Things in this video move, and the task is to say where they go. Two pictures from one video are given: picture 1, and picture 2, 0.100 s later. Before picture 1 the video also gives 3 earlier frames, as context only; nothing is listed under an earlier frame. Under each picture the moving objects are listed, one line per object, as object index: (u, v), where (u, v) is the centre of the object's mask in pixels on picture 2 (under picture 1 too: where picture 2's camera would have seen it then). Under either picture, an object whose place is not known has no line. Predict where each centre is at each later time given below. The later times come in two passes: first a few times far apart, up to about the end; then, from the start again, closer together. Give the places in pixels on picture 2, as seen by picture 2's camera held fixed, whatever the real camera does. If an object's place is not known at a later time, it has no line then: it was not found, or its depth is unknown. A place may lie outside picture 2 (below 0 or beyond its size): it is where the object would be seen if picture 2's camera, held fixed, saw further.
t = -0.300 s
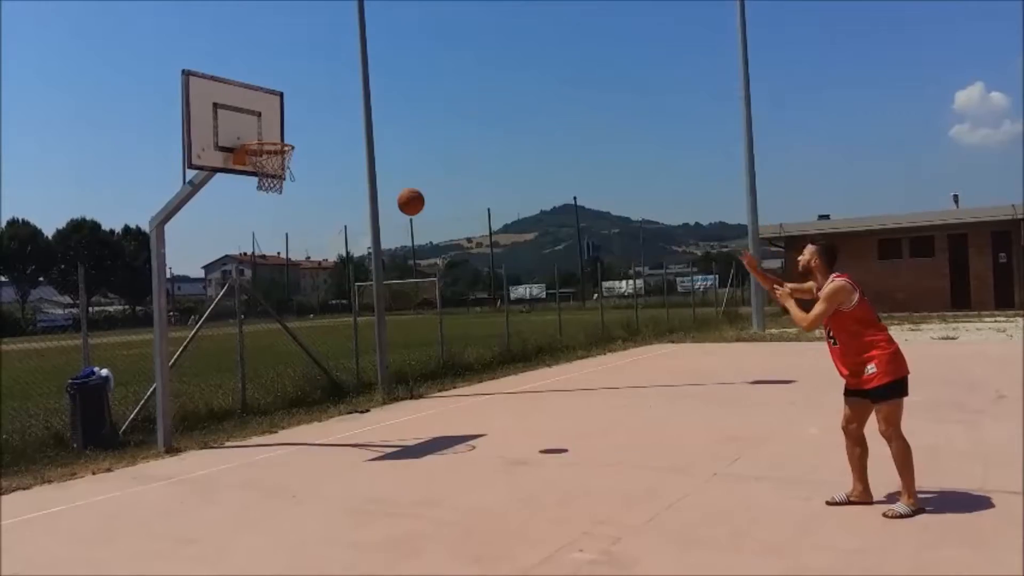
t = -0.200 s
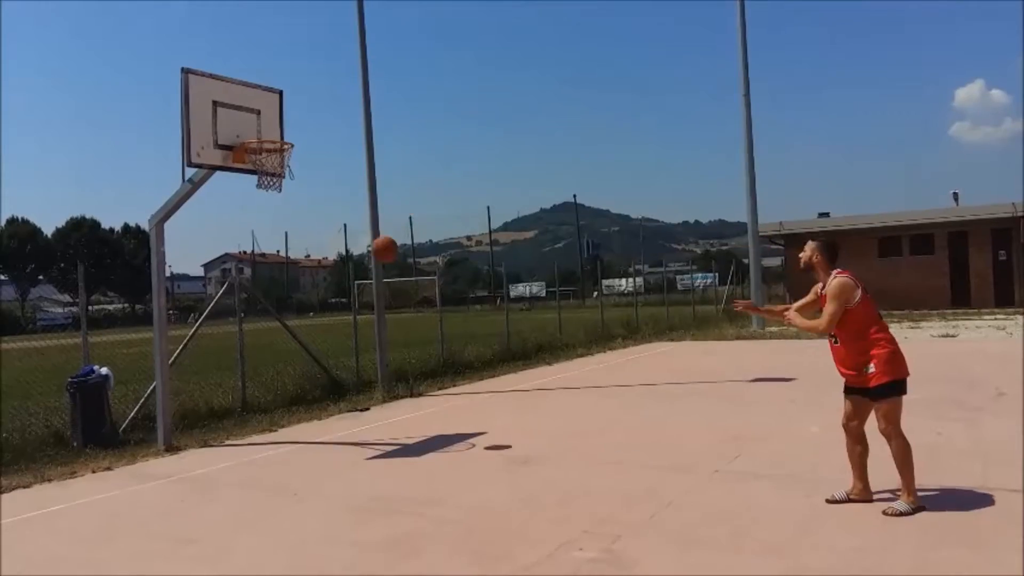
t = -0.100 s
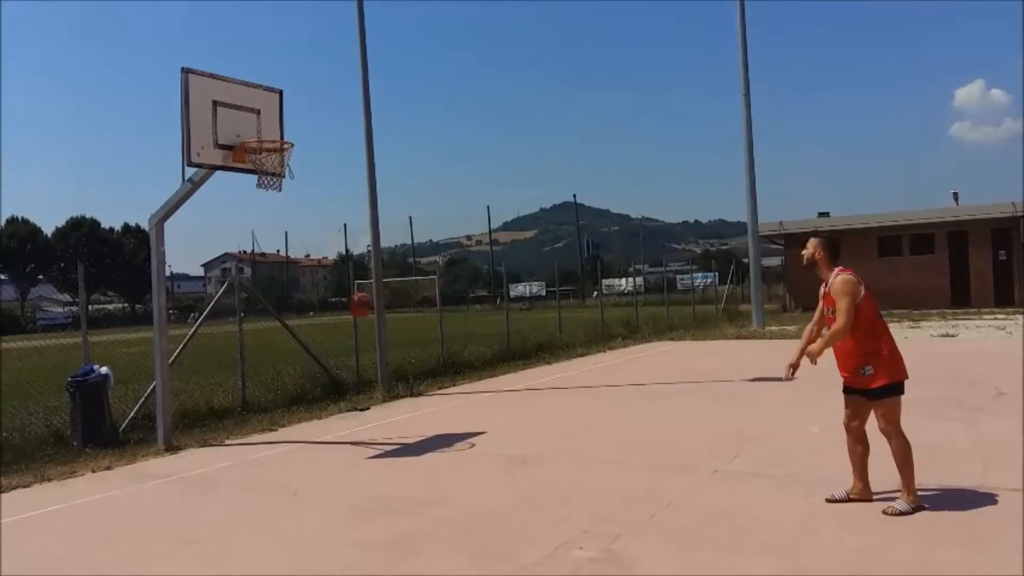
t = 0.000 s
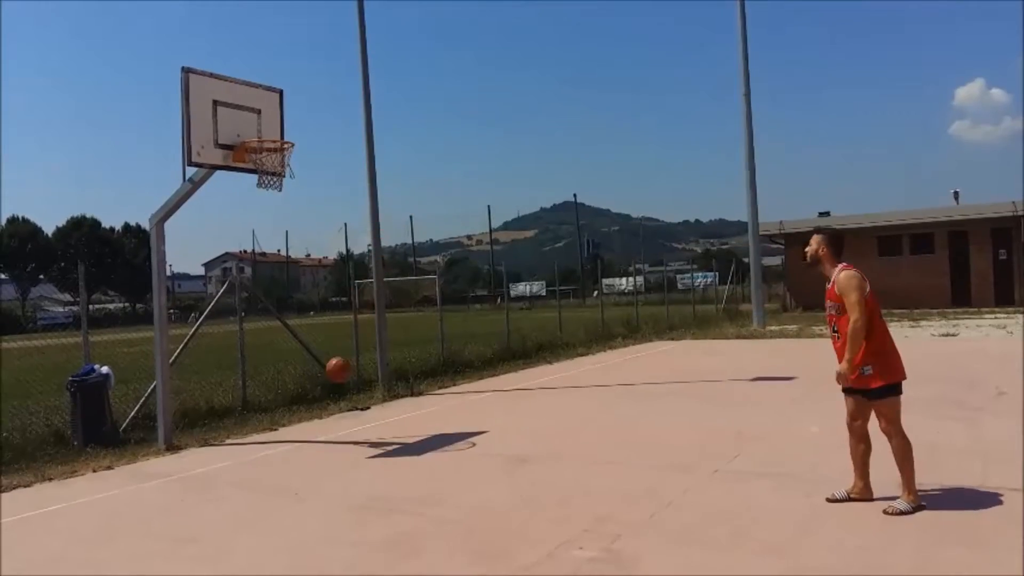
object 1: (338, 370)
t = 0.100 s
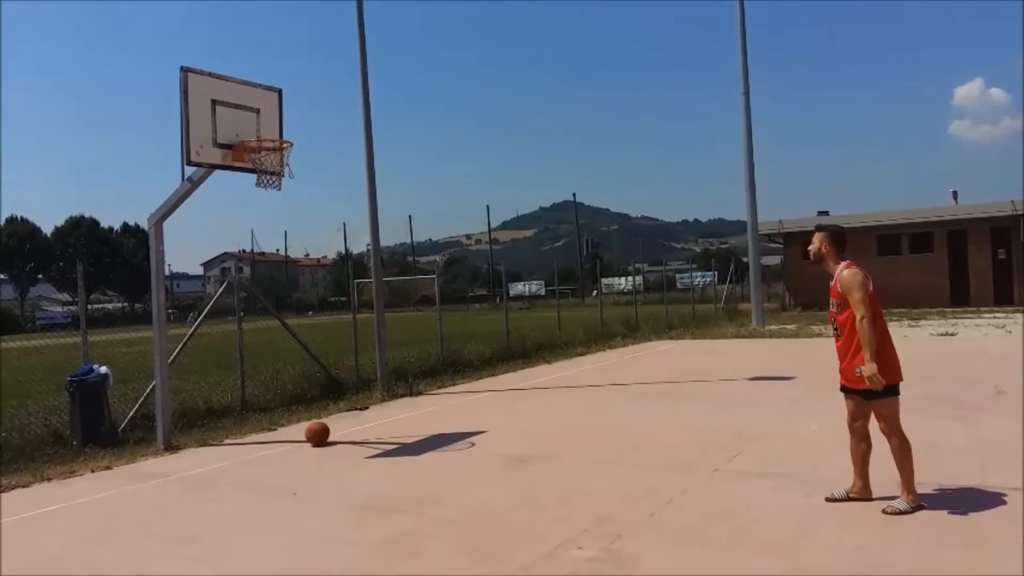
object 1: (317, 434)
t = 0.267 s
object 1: (299, 345)
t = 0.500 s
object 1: (276, 267)
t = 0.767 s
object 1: (253, 240)
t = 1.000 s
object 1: (237, 270)
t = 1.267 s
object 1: (223, 368)
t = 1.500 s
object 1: (195, 388)
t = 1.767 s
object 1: (144, 331)
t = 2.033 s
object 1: (106, 334)
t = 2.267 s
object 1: (124, 354)
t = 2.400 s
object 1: (136, 384)
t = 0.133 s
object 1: (313, 413)
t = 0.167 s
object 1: (309, 395)
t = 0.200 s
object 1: (306, 379)
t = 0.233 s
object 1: (302, 362)
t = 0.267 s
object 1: (299, 345)
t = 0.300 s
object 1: (296, 331)
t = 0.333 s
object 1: (293, 317)
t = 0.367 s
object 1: (289, 305)
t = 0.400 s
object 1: (286, 294)
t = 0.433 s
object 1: (282, 284)
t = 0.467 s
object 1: (279, 275)
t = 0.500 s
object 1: (276, 267)
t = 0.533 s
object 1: (273, 260)
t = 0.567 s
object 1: (270, 253)
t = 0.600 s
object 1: (267, 249)
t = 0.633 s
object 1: (264, 245)
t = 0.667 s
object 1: (262, 243)
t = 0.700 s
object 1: (259, 241)
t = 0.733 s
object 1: (256, 240)
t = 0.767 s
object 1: (253, 240)
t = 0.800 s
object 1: (251, 241)
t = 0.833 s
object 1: (249, 243)
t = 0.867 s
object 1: (246, 247)
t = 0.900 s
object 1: (244, 251)
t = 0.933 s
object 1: (242, 256)
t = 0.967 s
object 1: (240, 262)
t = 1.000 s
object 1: (237, 270)
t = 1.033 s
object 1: (236, 279)
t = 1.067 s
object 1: (233, 289)
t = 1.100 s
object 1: (232, 300)
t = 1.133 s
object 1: (230, 311)
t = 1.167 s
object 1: (227, 324)
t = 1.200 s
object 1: (226, 337)
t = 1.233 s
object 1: (224, 353)
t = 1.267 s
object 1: (223, 368)
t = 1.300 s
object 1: (222, 385)
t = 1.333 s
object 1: (220, 403)
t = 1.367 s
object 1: (218, 422)
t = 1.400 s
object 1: (215, 427)
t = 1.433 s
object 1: (208, 413)
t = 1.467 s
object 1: (203, 401)
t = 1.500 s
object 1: (195, 388)
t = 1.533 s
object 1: (189, 378)
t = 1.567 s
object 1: (182, 368)
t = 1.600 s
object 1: (177, 360)
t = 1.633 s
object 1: (173, 352)
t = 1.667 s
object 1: (171, 346)
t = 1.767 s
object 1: (144, 331)
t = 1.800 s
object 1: (140, 329)
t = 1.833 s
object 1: (135, 327)
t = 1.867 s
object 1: (130, 326)
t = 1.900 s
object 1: (124, 326)
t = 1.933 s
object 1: (119, 327)
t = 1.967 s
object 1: (115, 330)
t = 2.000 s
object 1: (110, 332)
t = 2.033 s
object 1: (106, 334)
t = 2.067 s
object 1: (106, 335)
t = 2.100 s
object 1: (109, 335)
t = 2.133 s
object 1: (112, 337)
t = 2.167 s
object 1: (115, 339)
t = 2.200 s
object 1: (117, 343)
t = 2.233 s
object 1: (121, 348)
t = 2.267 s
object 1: (124, 354)
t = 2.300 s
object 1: (127, 360)
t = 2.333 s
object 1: (130, 367)
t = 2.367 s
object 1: (133, 375)
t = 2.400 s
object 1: (136, 384)
